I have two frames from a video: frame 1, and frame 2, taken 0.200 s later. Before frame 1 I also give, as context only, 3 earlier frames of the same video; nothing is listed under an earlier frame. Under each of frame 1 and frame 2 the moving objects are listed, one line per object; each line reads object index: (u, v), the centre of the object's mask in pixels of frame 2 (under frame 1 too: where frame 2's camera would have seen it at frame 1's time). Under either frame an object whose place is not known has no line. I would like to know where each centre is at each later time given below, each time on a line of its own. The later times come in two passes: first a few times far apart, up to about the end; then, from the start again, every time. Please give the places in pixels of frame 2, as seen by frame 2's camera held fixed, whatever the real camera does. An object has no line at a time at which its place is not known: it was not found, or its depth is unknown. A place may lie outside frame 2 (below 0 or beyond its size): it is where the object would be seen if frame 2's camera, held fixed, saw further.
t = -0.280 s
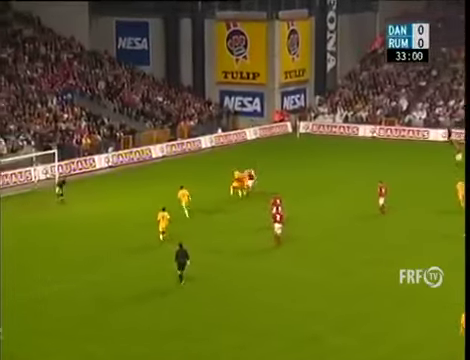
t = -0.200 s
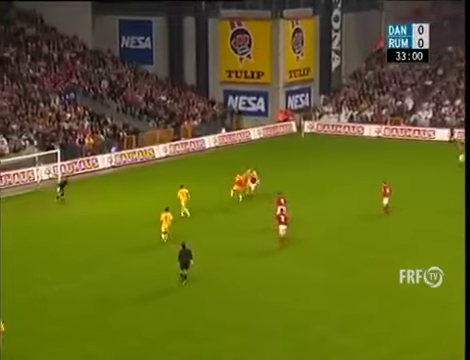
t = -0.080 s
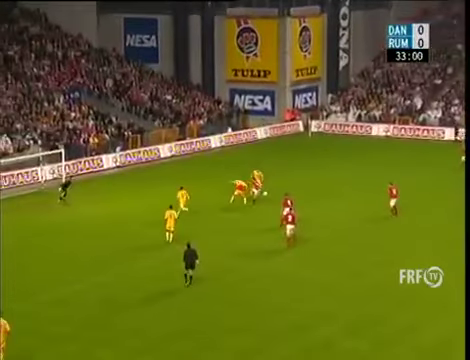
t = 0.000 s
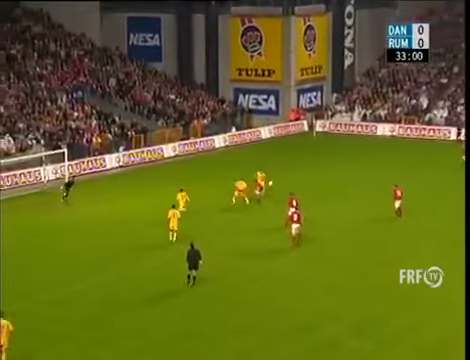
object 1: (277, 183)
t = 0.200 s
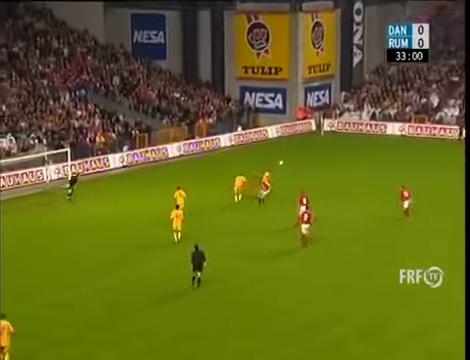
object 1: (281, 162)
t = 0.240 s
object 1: (282, 159)
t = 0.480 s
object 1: (289, 147)
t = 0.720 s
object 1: (294, 145)
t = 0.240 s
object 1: (282, 159)
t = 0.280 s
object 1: (283, 157)
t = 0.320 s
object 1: (285, 154)
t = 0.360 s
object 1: (285, 152)
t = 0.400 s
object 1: (286, 150)
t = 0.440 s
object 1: (287, 148)
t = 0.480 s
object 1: (289, 147)
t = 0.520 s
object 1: (290, 146)
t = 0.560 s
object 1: (290, 145)
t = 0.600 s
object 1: (291, 145)
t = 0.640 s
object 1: (292, 144)
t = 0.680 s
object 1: (294, 144)
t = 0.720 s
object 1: (294, 145)
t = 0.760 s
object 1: (295, 145)
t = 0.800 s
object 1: (296, 146)
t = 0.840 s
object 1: (297, 147)
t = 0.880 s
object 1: (299, 148)
